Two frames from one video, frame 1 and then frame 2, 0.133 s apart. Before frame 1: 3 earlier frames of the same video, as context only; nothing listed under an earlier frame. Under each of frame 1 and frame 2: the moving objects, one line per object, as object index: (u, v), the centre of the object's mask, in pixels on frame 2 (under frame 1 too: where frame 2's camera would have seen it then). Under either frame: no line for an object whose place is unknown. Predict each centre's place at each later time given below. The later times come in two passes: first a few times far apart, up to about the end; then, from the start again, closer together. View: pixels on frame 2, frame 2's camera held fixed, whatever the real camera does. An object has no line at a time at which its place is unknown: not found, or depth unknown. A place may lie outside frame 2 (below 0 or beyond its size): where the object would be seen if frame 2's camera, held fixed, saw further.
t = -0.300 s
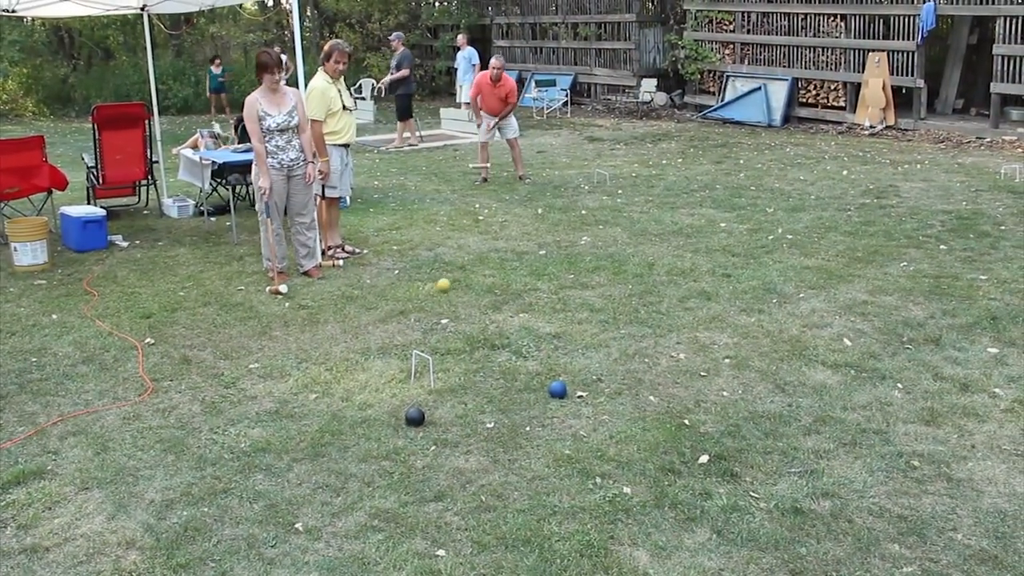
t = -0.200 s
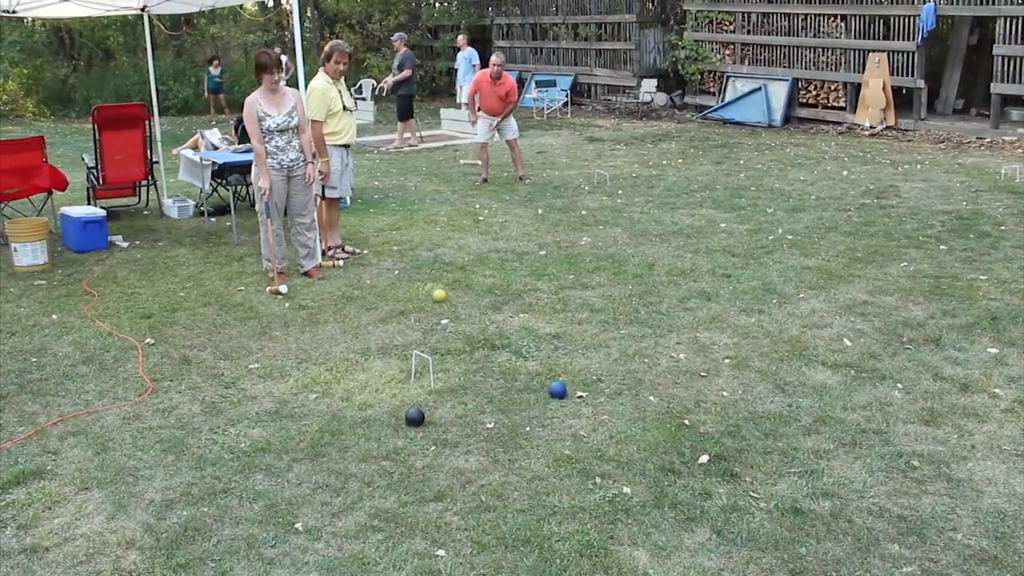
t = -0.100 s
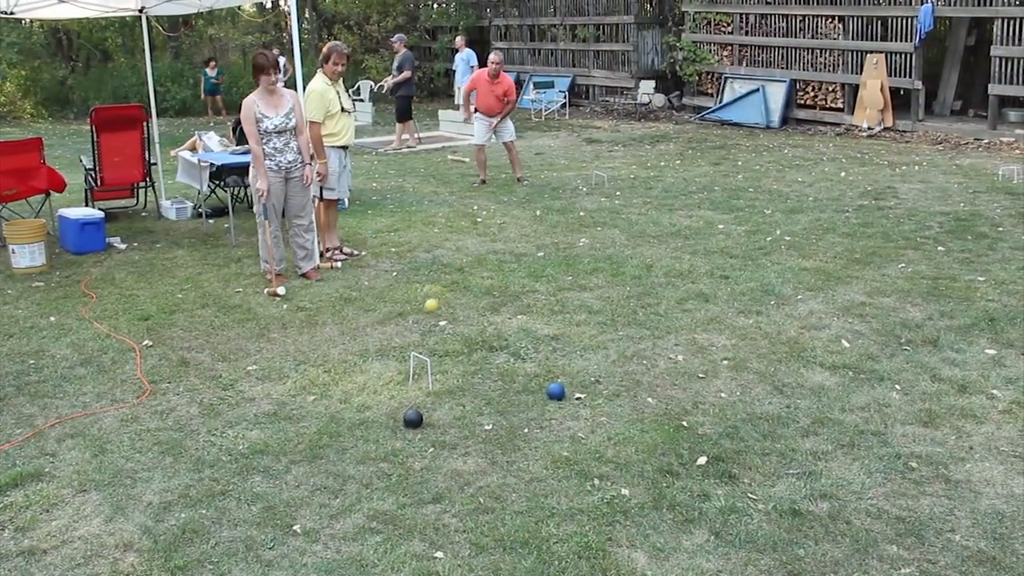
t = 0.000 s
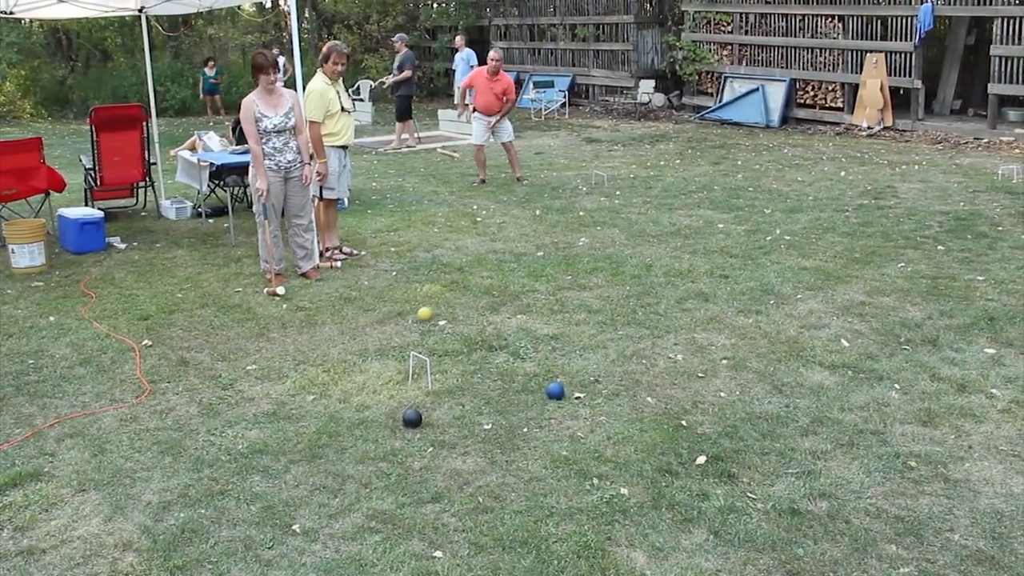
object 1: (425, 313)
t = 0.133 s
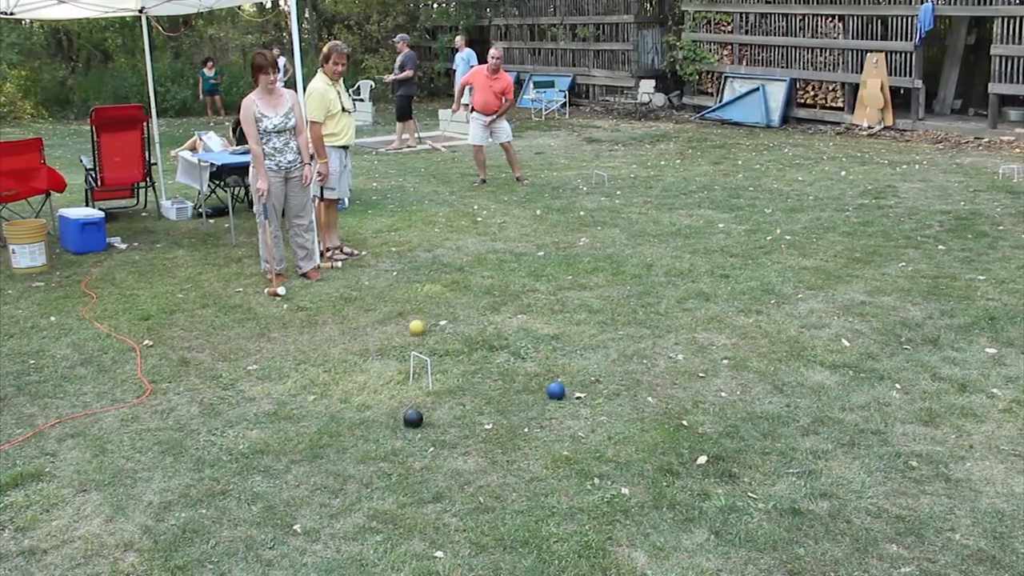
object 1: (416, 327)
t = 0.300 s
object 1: (407, 348)
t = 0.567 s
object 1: (391, 367)
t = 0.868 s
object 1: (363, 386)
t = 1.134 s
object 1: (344, 395)
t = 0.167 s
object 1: (415, 330)
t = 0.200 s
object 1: (413, 335)
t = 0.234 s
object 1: (411, 339)
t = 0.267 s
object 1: (409, 343)
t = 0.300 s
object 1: (407, 348)
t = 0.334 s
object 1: (405, 351)
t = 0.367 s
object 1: (403, 354)
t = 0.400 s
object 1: (402, 357)
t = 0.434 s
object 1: (401, 359)
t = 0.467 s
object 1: (399, 361)
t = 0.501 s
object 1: (396, 363)
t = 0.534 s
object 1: (394, 366)
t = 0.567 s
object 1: (391, 367)
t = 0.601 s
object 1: (388, 369)
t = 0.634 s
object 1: (385, 372)
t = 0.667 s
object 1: (382, 375)
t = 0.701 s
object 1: (379, 377)
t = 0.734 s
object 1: (375, 379)
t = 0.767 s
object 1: (371, 381)
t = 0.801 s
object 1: (369, 382)
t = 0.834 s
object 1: (367, 384)
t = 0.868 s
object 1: (363, 386)
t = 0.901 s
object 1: (360, 388)
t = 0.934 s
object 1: (357, 389)
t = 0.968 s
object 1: (354, 391)
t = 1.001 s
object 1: (352, 392)
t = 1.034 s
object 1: (349, 393)
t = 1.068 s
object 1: (346, 394)
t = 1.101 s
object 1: (345, 394)
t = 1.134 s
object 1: (344, 395)
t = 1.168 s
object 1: (343, 396)
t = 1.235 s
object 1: (342, 397)
